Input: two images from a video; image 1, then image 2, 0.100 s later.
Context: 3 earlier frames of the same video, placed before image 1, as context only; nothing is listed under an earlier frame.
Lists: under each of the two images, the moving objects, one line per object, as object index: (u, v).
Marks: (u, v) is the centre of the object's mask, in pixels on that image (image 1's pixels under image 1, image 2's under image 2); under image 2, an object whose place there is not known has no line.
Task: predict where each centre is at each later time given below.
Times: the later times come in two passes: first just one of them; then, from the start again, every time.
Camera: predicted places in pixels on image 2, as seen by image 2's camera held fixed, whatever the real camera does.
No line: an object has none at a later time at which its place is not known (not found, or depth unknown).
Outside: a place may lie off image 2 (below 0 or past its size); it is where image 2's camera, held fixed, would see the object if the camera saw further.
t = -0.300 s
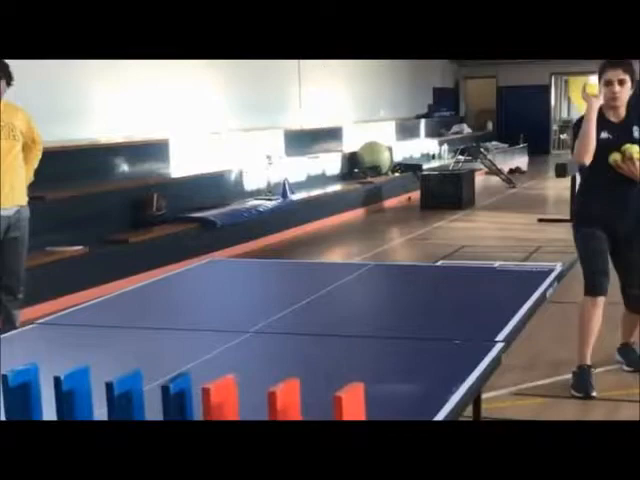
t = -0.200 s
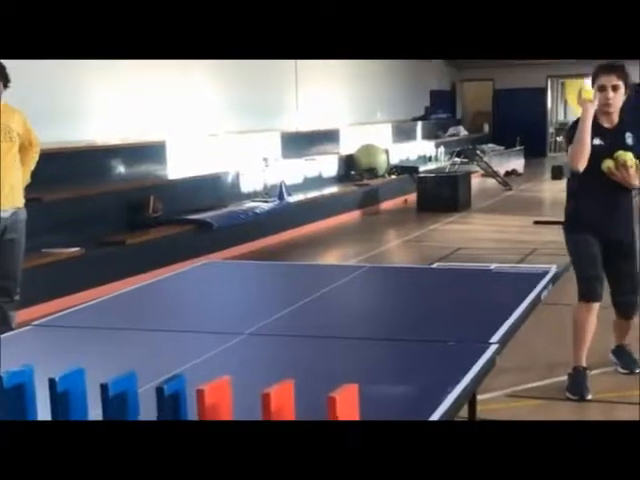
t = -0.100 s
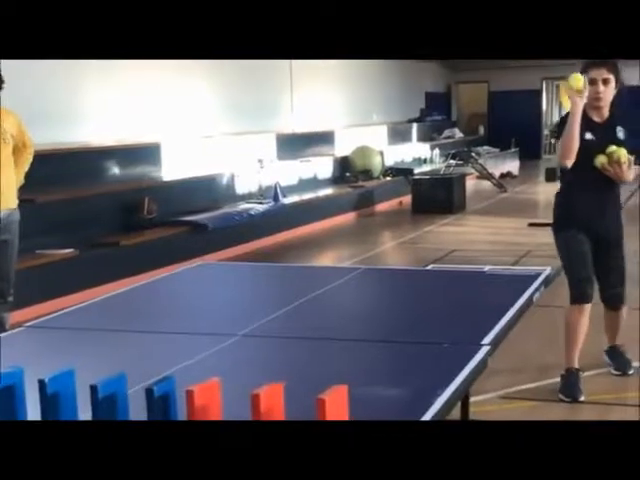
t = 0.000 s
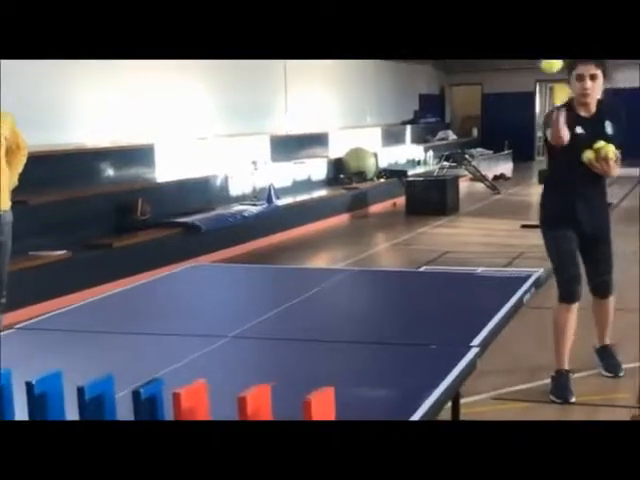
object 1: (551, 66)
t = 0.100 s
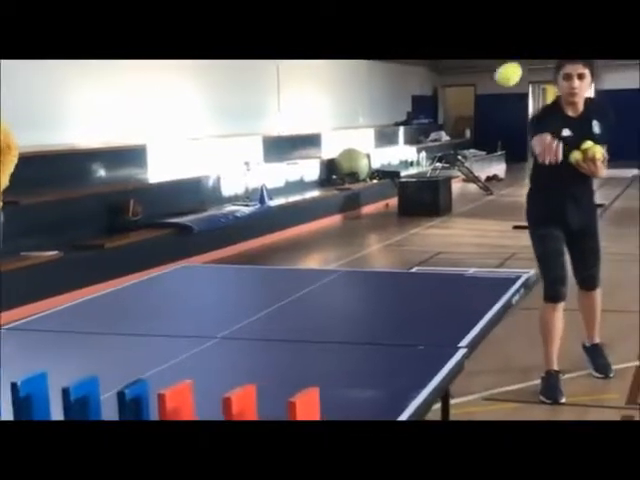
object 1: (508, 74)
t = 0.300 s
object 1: (377, 256)
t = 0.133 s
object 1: (494, 85)
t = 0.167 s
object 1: (477, 103)
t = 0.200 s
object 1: (458, 126)
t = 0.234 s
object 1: (437, 157)
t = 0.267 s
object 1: (409, 201)
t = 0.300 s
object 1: (377, 256)
